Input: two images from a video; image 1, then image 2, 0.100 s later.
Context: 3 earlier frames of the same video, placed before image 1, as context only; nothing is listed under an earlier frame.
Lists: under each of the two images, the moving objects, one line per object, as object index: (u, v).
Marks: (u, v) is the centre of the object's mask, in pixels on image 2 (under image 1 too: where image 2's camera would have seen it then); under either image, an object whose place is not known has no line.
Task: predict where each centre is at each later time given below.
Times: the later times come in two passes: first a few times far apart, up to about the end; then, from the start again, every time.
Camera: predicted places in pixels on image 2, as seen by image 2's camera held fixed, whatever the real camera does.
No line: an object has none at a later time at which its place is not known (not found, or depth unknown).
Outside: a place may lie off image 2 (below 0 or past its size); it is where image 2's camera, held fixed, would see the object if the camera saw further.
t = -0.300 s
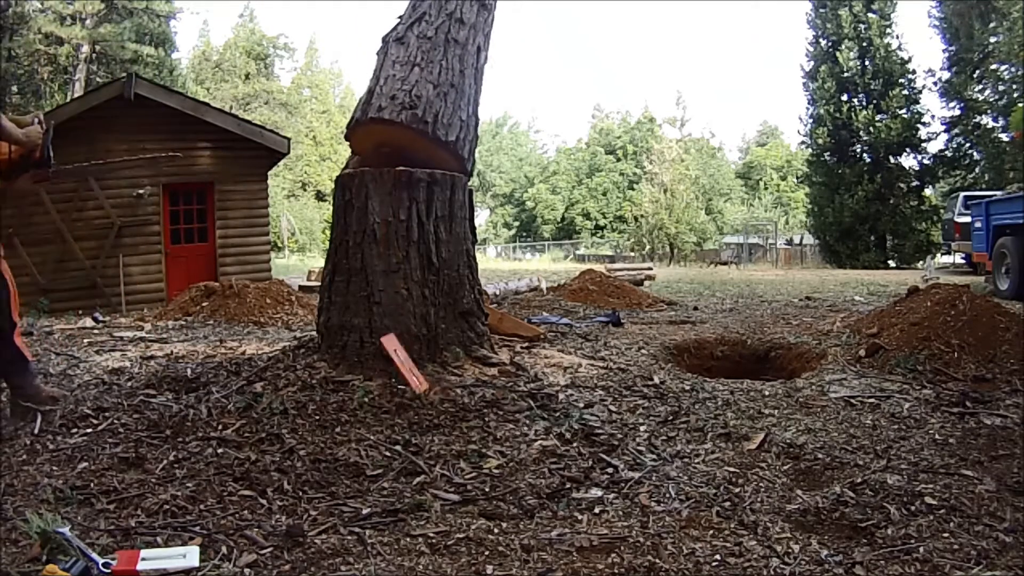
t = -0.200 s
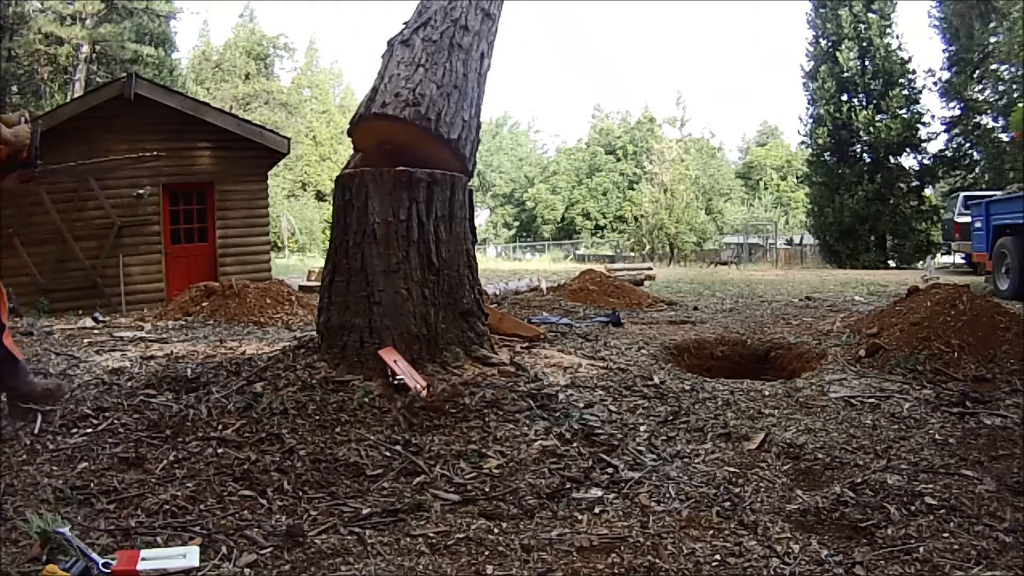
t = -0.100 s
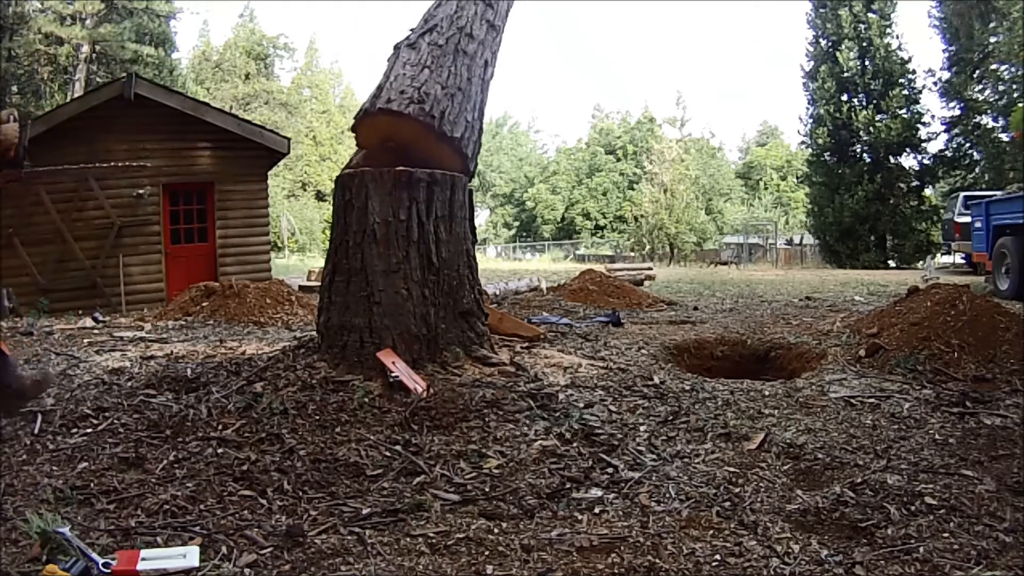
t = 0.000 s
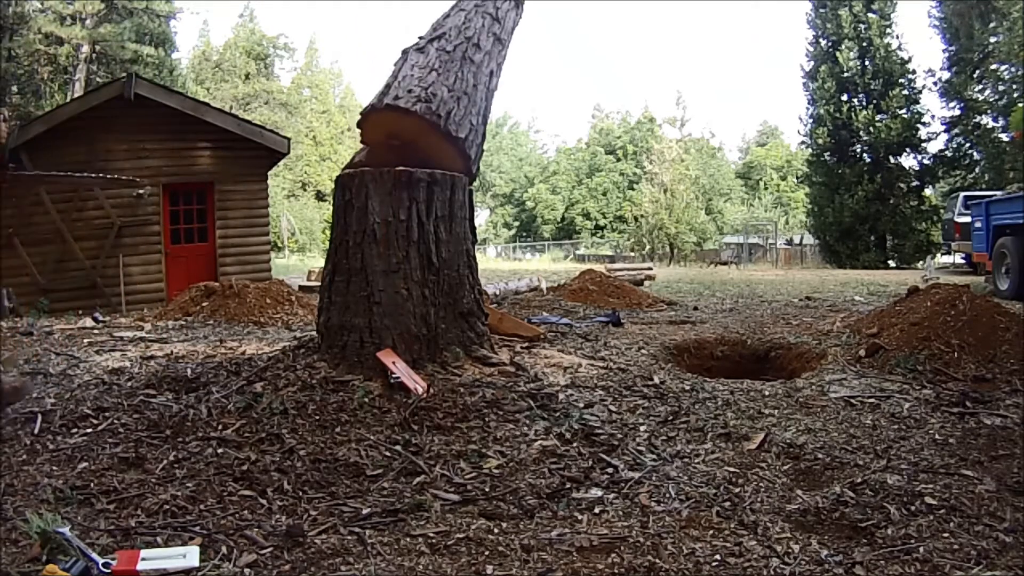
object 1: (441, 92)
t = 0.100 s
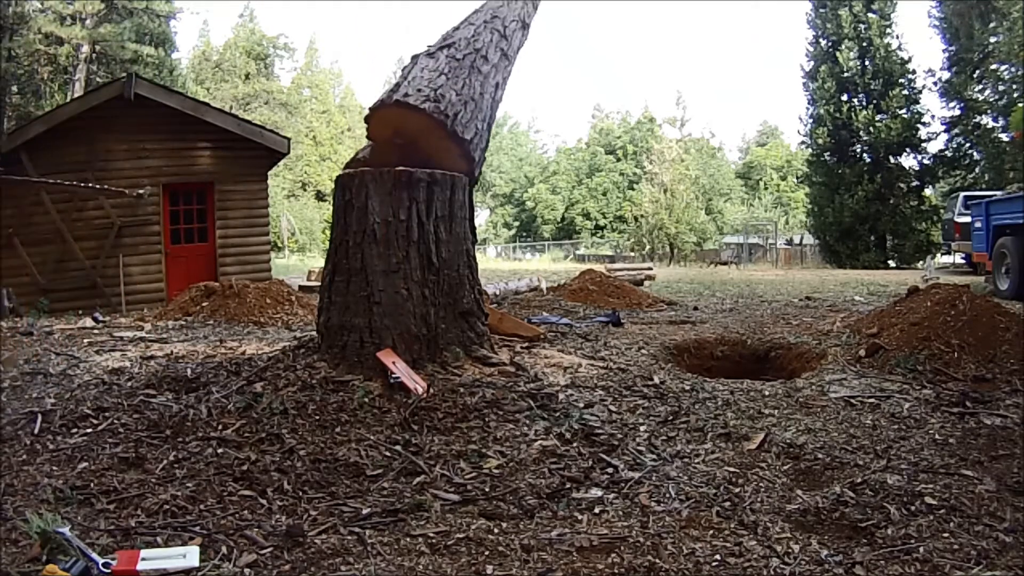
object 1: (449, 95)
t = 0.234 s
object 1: (459, 101)
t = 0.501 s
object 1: (477, 139)
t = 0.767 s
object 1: (522, 242)
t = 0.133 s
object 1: (452, 96)
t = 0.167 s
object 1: (454, 97)
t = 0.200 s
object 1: (456, 99)
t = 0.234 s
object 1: (459, 101)
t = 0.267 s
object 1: (461, 103)
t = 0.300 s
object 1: (464, 107)
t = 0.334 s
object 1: (463, 112)
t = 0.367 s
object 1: (464, 117)
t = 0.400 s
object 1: (466, 122)
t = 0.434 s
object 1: (469, 127)
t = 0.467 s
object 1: (472, 132)
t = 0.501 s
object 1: (477, 139)
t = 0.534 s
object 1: (483, 146)
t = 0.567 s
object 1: (489, 155)
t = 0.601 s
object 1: (499, 166)
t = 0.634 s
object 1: (506, 179)
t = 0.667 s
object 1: (512, 194)
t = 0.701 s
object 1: (518, 210)
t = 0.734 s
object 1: (520, 226)
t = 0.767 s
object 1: (522, 242)
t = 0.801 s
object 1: (523, 261)
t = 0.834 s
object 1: (530, 277)
